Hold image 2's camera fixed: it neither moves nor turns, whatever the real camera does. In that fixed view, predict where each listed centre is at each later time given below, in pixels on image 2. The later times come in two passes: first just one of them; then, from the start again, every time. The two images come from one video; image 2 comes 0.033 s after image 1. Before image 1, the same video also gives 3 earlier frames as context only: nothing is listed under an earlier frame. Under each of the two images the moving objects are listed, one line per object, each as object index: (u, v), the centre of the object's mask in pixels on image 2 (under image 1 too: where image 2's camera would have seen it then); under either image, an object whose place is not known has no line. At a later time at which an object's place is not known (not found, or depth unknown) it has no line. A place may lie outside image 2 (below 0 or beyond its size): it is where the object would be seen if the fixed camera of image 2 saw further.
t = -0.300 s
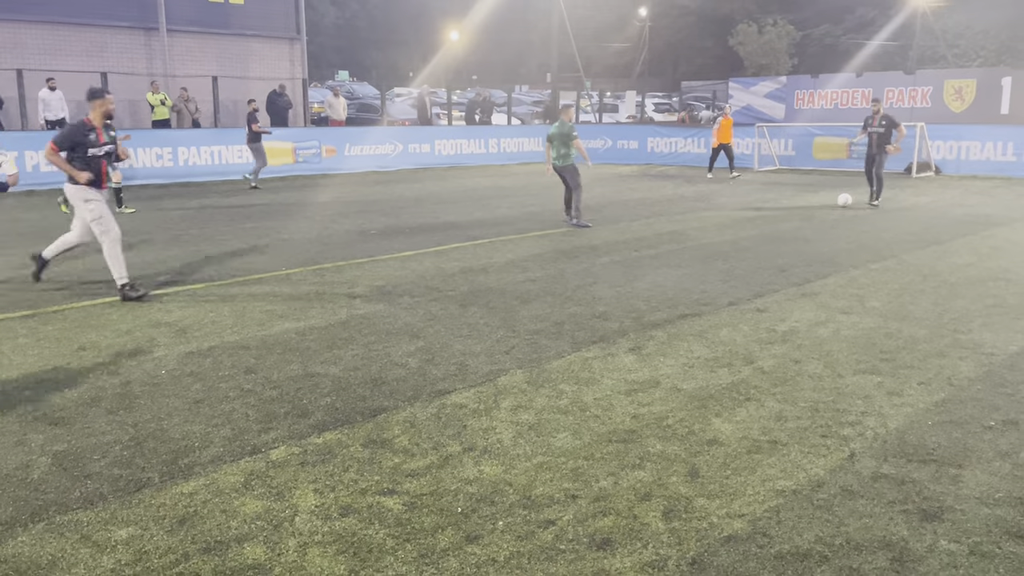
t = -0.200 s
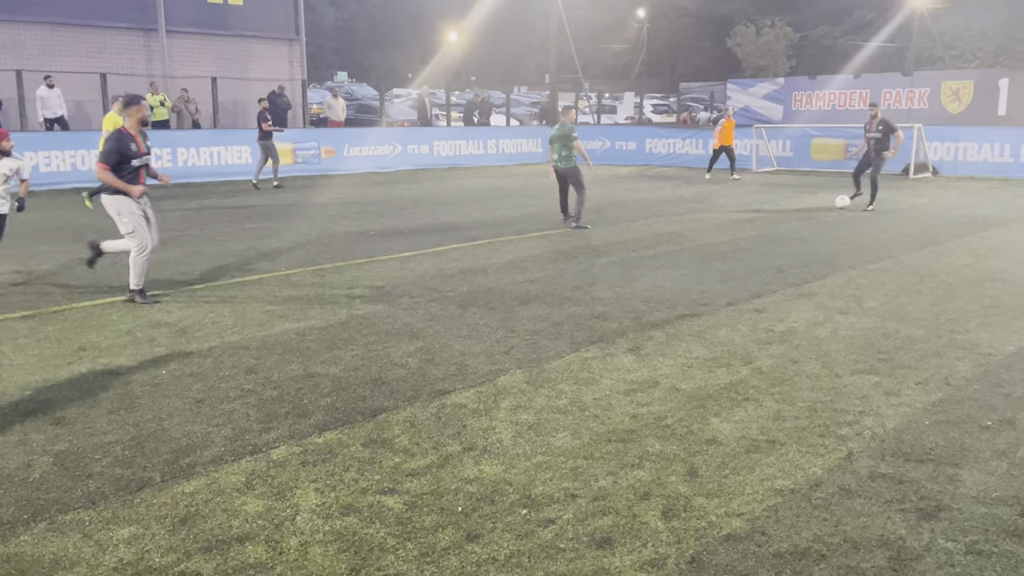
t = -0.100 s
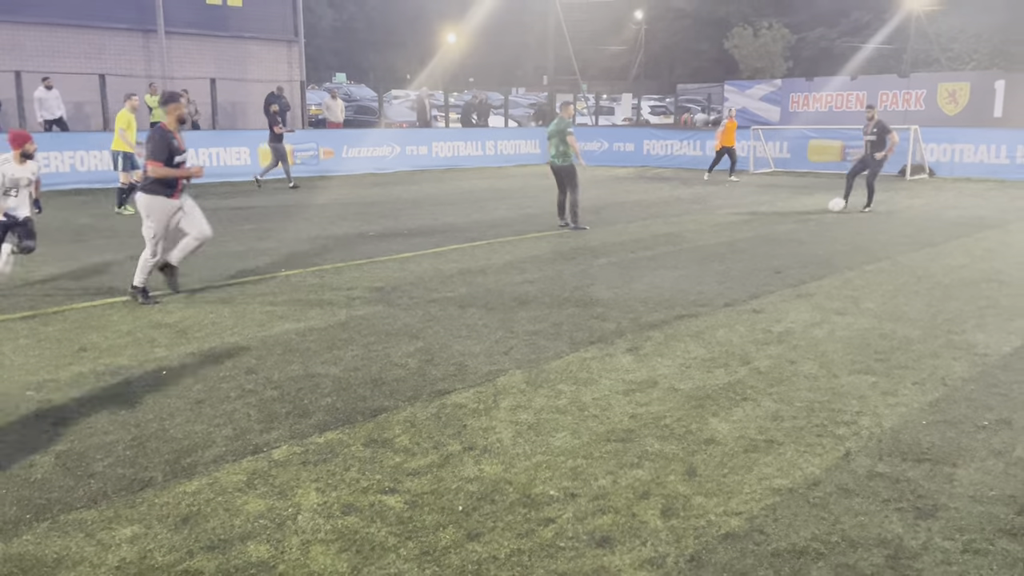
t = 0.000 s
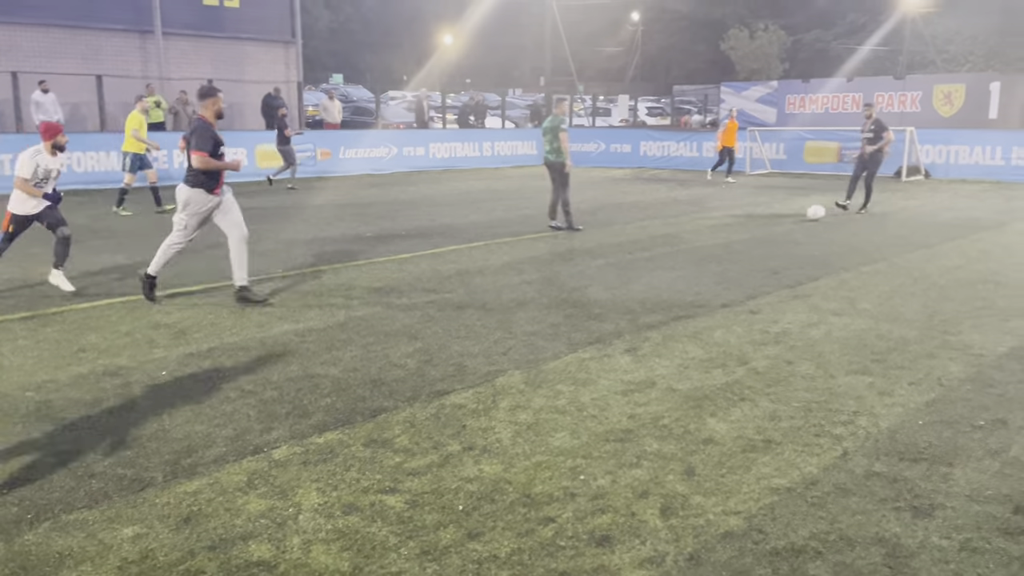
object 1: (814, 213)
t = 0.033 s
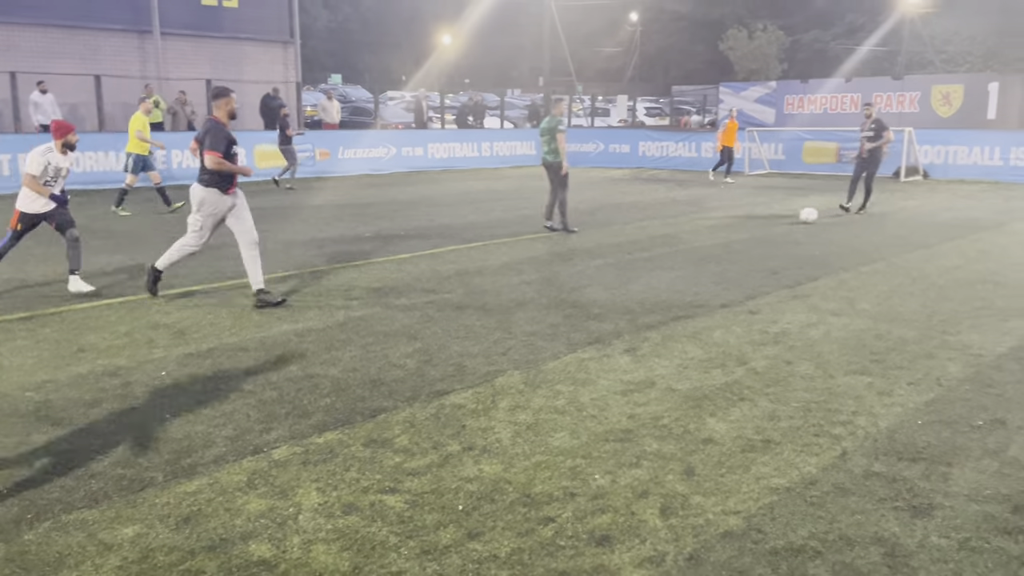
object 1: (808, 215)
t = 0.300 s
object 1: (754, 236)
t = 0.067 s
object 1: (802, 217)
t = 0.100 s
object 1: (796, 219)
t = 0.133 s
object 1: (789, 222)
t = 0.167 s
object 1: (782, 225)
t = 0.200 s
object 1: (775, 227)
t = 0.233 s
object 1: (769, 231)
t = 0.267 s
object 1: (761, 233)
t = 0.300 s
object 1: (754, 236)
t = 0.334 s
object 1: (747, 239)
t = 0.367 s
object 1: (738, 242)
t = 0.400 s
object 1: (731, 245)
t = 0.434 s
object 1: (723, 248)
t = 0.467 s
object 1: (715, 251)
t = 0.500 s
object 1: (706, 255)
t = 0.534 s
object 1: (698, 258)
